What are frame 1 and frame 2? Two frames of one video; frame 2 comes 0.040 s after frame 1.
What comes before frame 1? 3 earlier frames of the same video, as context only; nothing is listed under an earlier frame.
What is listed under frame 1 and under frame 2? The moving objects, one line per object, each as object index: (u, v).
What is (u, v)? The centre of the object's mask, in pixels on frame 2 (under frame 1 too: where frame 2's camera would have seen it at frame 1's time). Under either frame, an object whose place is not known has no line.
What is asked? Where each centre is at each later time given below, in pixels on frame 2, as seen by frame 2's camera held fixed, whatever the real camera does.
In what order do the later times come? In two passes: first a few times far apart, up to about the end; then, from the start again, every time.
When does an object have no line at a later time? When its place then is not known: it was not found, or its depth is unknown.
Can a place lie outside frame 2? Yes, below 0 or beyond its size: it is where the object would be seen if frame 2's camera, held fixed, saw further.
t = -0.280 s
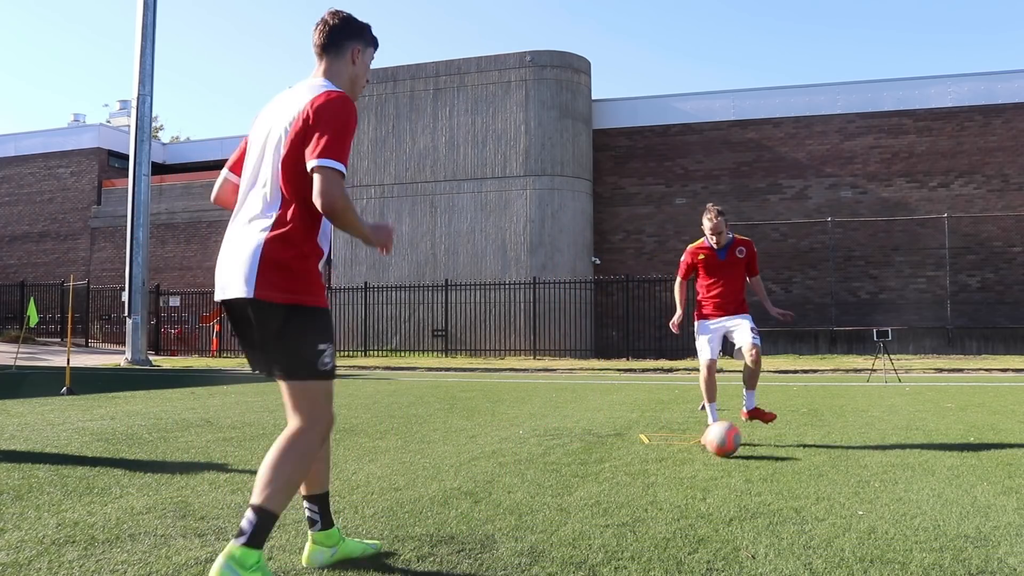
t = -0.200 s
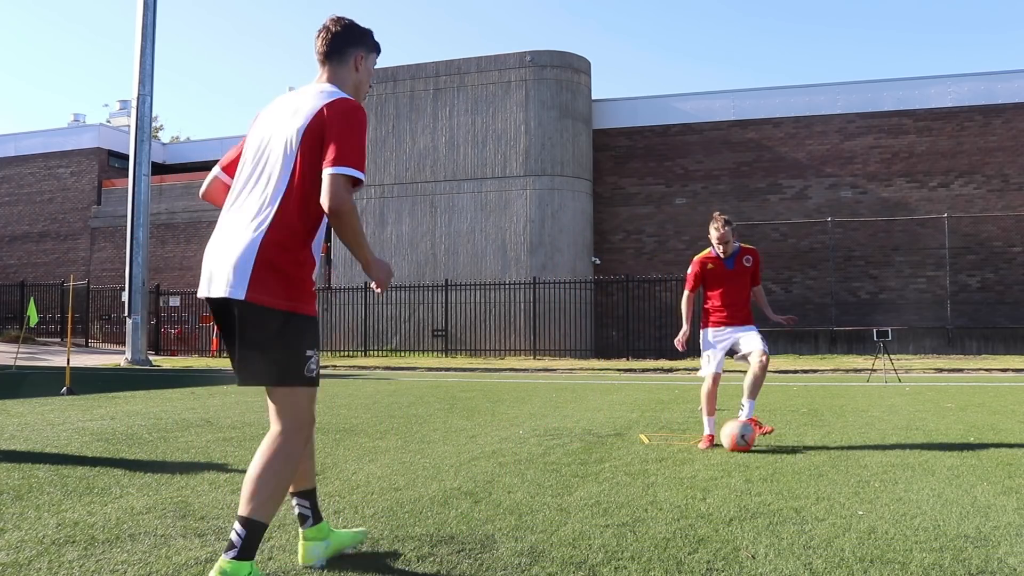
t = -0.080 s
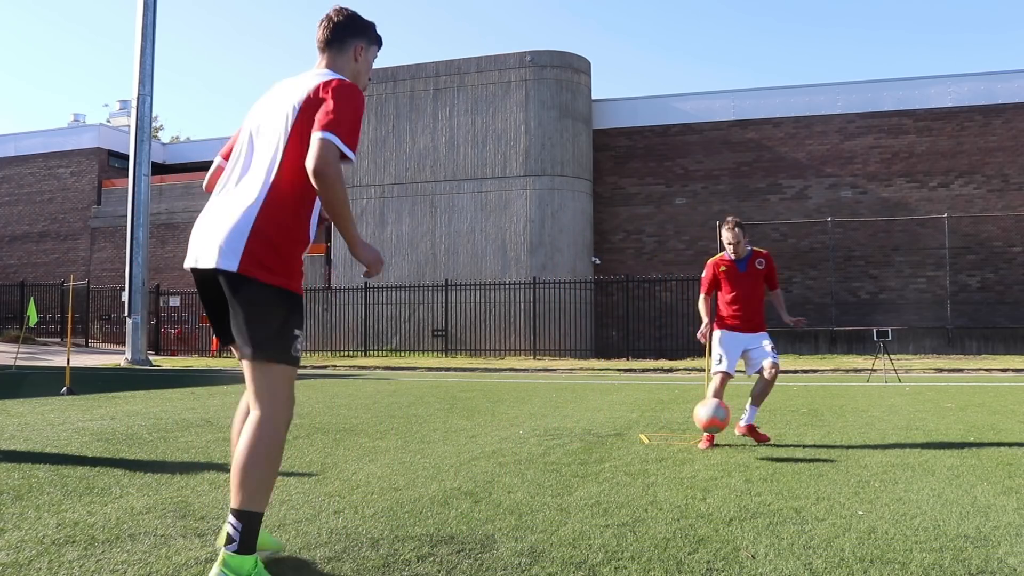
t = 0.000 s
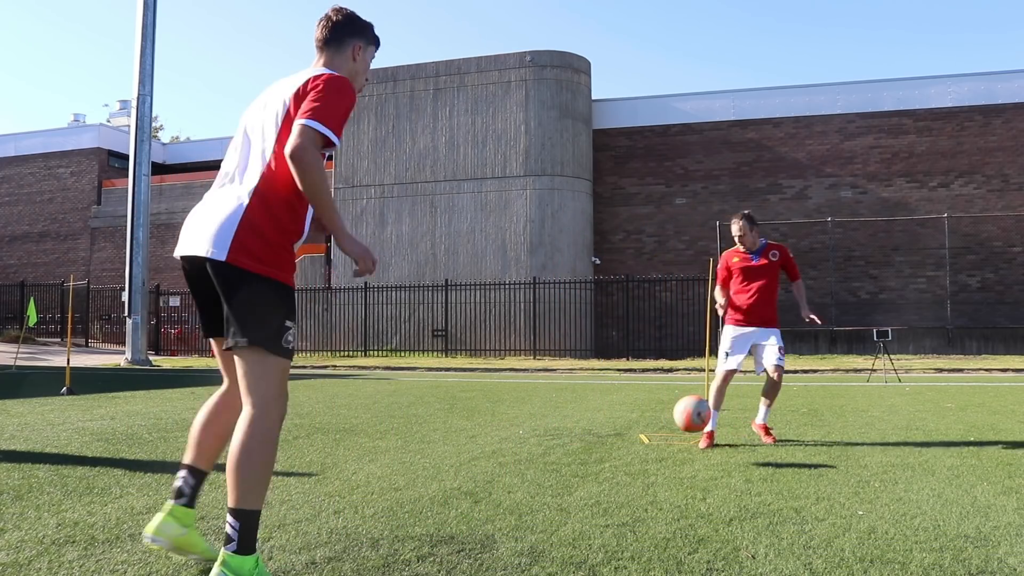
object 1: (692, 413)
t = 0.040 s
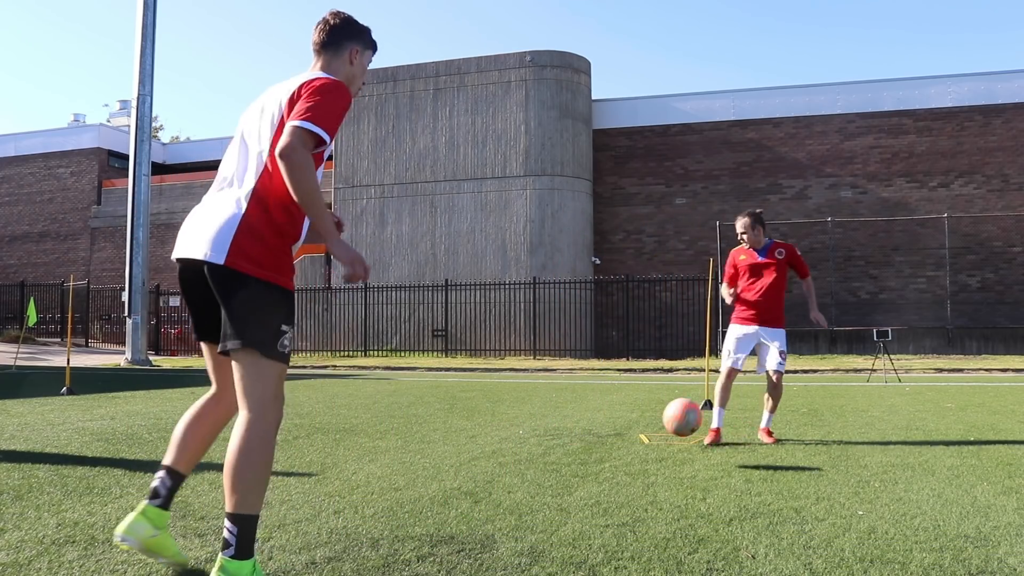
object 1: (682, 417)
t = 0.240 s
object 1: (625, 452)
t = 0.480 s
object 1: (539, 476)
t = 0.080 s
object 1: (672, 423)
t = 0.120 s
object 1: (661, 433)
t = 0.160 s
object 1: (650, 445)
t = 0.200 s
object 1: (638, 457)
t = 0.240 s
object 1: (625, 452)
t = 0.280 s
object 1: (613, 448)
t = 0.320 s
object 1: (599, 448)
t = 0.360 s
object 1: (585, 452)
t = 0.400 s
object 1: (571, 458)
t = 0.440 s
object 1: (555, 469)
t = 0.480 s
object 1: (539, 476)
